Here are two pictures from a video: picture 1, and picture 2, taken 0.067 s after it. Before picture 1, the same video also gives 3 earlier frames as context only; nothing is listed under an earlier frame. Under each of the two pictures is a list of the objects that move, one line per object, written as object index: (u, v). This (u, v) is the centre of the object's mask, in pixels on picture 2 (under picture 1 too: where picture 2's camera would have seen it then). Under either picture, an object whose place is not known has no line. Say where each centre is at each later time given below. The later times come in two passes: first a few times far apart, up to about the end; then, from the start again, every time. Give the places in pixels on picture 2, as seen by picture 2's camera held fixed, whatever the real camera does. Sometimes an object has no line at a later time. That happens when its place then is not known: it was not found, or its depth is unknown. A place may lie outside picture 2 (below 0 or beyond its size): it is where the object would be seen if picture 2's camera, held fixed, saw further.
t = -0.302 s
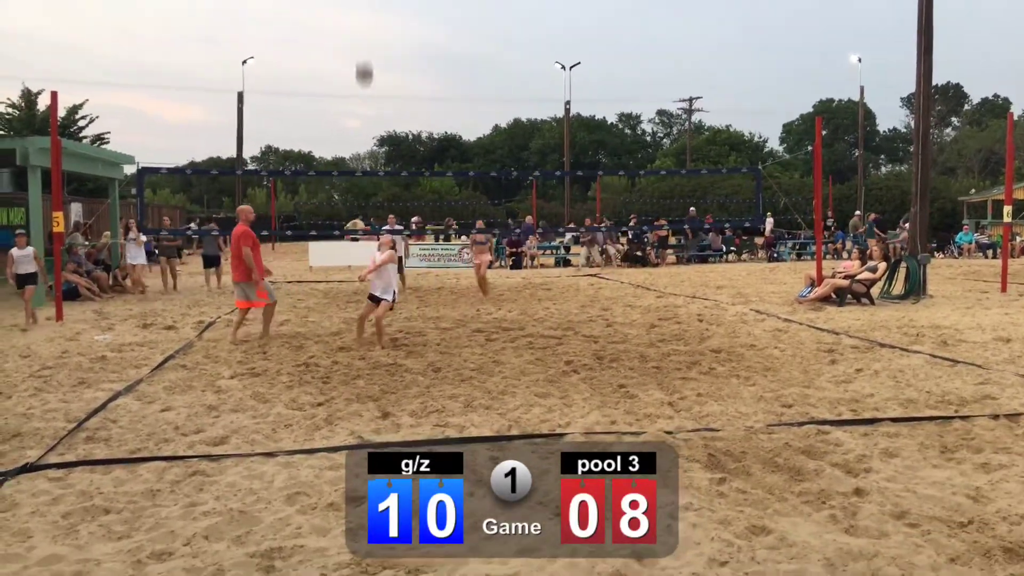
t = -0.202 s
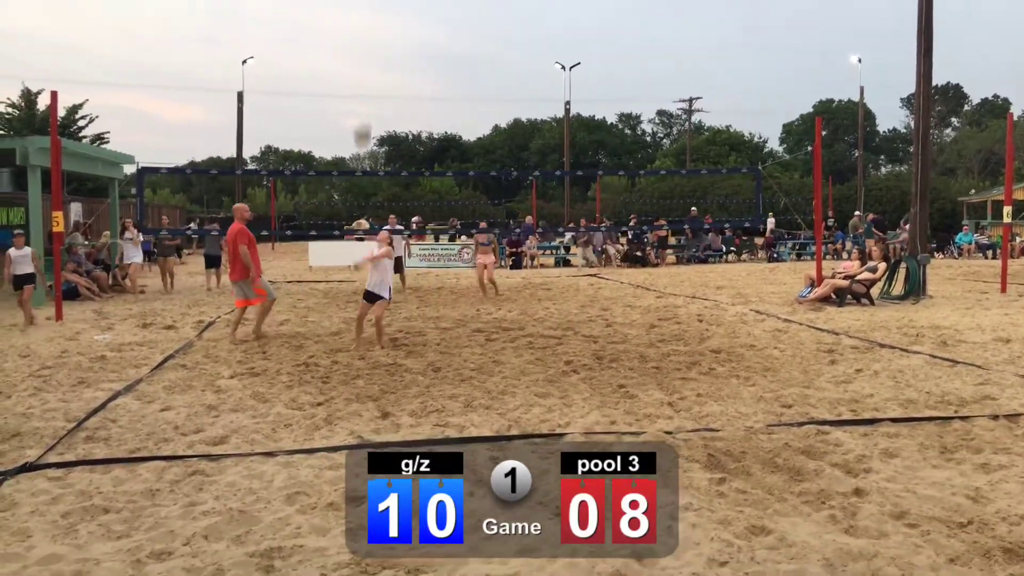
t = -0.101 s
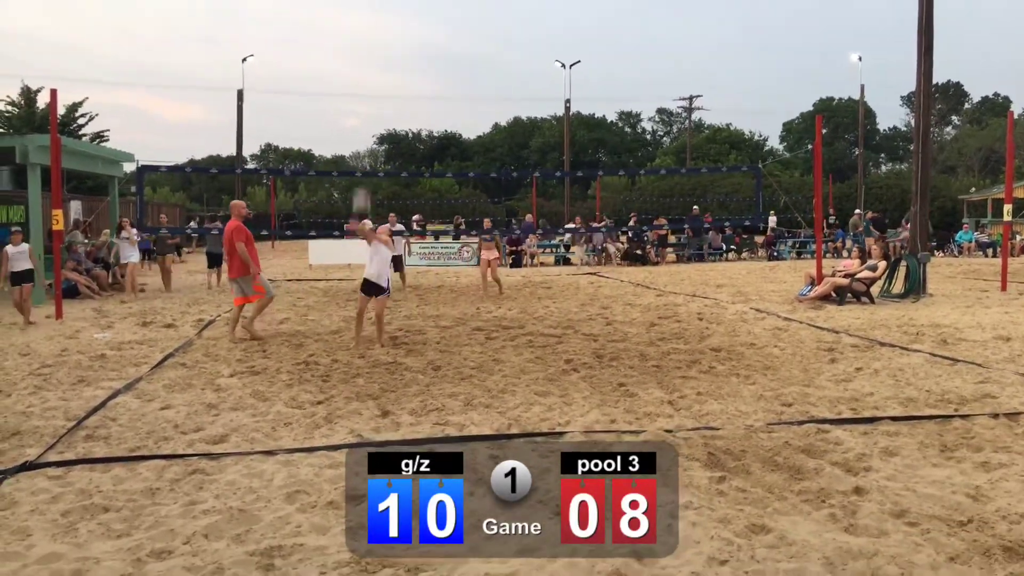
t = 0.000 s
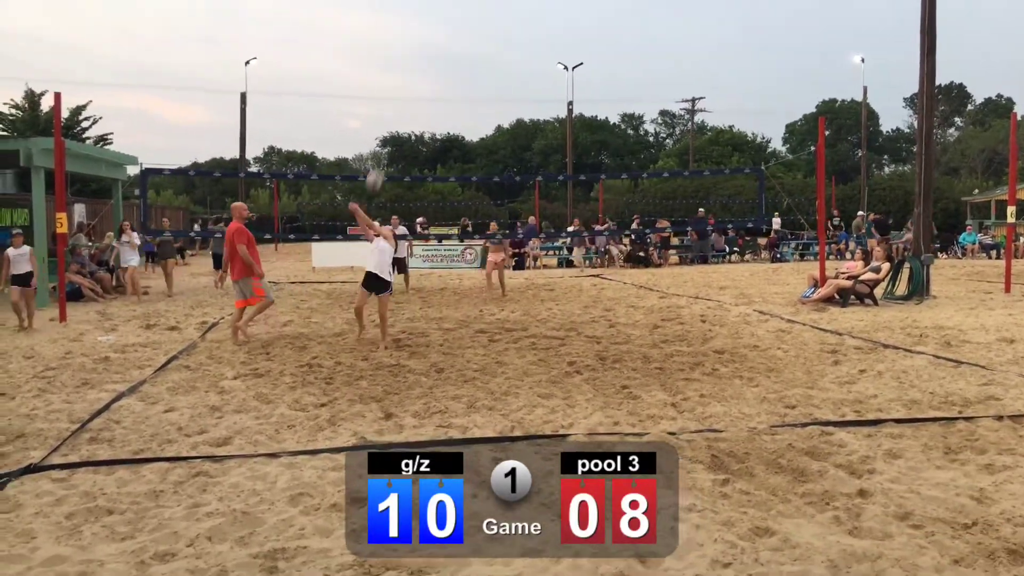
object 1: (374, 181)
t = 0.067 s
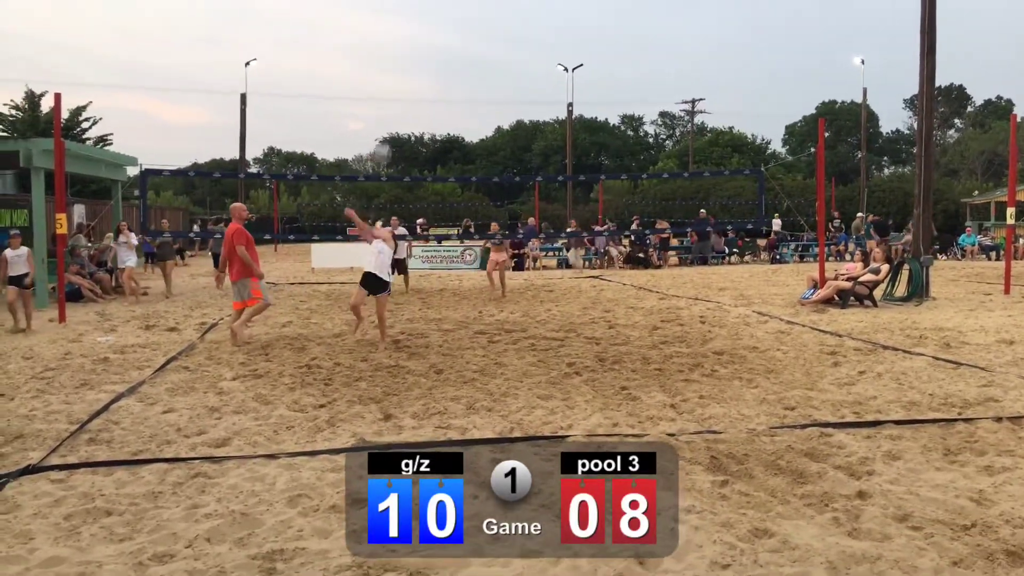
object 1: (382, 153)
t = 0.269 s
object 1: (403, 101)
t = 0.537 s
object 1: (425, 86)
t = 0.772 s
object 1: (439, 109)
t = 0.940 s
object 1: (448, 140)
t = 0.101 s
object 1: (385, 142)
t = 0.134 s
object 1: (391, 130)
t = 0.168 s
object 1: (394, 122)
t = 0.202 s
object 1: (397, 114)
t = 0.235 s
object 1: (400, 108)
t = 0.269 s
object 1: (403, 101)
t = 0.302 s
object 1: (406, 96)
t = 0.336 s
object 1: (409, 92)
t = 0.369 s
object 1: (412, 89)
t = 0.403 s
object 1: (415, 87)
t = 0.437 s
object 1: (418, 86)
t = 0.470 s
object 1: (420, 85)
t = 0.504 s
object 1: (422, 85)
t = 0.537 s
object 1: (425, 86)
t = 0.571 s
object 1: (427, 87)
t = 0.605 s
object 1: (429, 89)
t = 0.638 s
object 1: (432, 92)
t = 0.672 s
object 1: (433, 95)
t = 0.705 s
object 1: (436, 100)
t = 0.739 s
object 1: (438, 104)
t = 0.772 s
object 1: (439, 109)
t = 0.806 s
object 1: (441, 114)
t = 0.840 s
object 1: (443, 120)
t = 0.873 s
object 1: (445, 126)
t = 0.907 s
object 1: (446, 133)
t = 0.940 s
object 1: (448, 140)
